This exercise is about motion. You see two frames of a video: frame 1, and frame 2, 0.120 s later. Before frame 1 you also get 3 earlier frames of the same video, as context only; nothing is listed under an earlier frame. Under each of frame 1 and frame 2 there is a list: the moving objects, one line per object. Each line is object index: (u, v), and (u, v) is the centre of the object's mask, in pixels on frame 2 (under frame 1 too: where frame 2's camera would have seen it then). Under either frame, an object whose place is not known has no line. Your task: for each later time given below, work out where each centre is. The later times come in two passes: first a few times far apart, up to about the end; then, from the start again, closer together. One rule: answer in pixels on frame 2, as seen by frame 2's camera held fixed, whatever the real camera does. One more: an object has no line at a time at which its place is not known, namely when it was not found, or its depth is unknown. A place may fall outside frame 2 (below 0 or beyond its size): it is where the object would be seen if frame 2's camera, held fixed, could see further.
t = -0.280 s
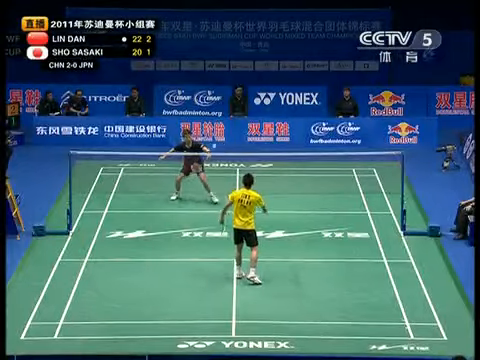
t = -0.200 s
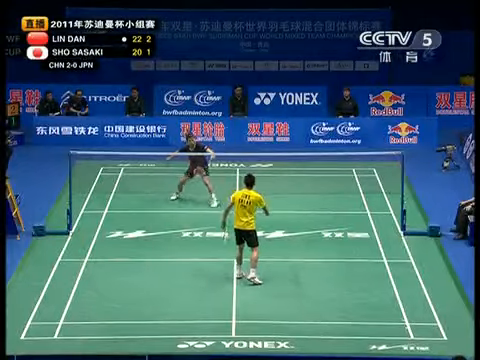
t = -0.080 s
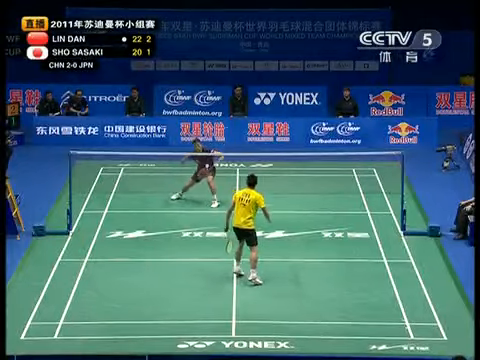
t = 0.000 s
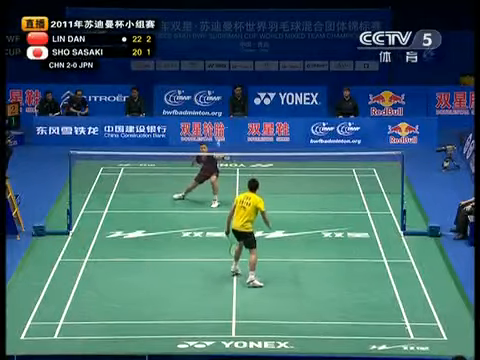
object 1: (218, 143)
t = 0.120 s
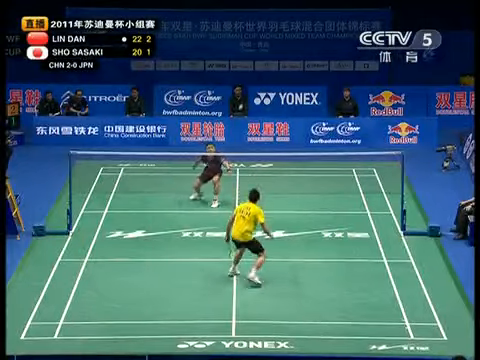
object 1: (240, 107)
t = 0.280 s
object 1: (263, 80)
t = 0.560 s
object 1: (293, 73)
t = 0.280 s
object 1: (263, 80)
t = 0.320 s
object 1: (268, 76)
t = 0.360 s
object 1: (273, 73)
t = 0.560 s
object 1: (293, 73)
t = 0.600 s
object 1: (297, 76)
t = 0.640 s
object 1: (300, 80)
